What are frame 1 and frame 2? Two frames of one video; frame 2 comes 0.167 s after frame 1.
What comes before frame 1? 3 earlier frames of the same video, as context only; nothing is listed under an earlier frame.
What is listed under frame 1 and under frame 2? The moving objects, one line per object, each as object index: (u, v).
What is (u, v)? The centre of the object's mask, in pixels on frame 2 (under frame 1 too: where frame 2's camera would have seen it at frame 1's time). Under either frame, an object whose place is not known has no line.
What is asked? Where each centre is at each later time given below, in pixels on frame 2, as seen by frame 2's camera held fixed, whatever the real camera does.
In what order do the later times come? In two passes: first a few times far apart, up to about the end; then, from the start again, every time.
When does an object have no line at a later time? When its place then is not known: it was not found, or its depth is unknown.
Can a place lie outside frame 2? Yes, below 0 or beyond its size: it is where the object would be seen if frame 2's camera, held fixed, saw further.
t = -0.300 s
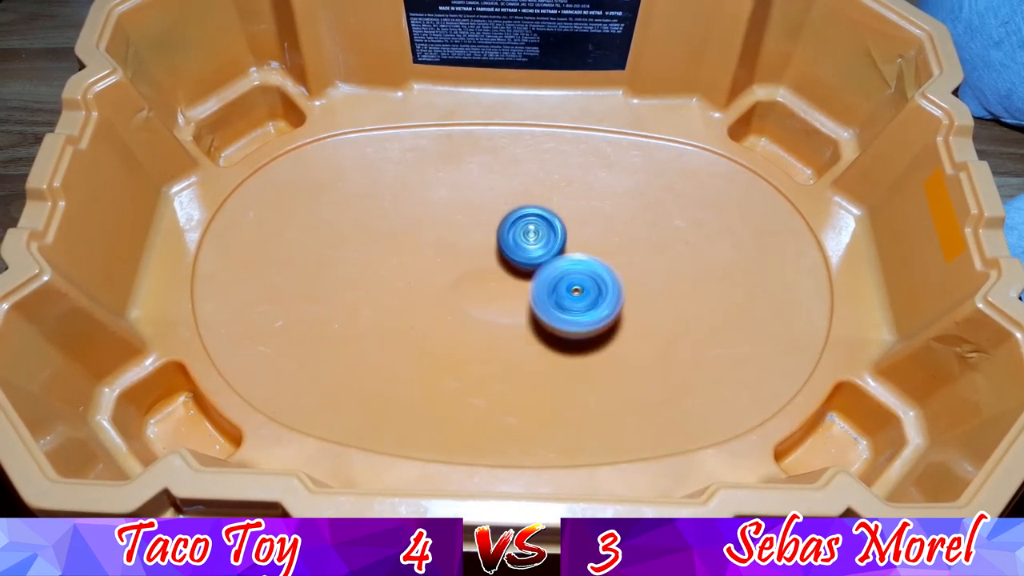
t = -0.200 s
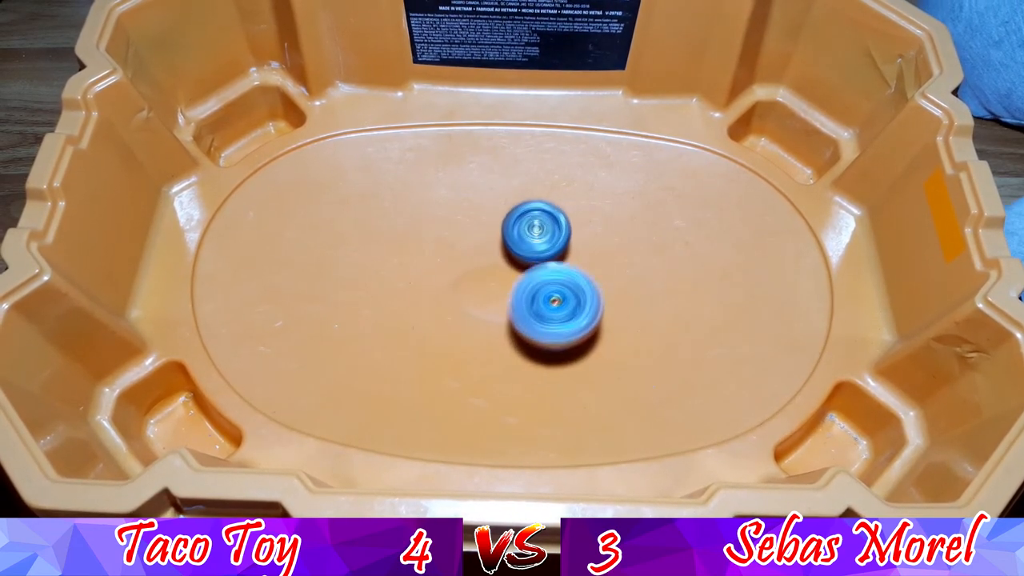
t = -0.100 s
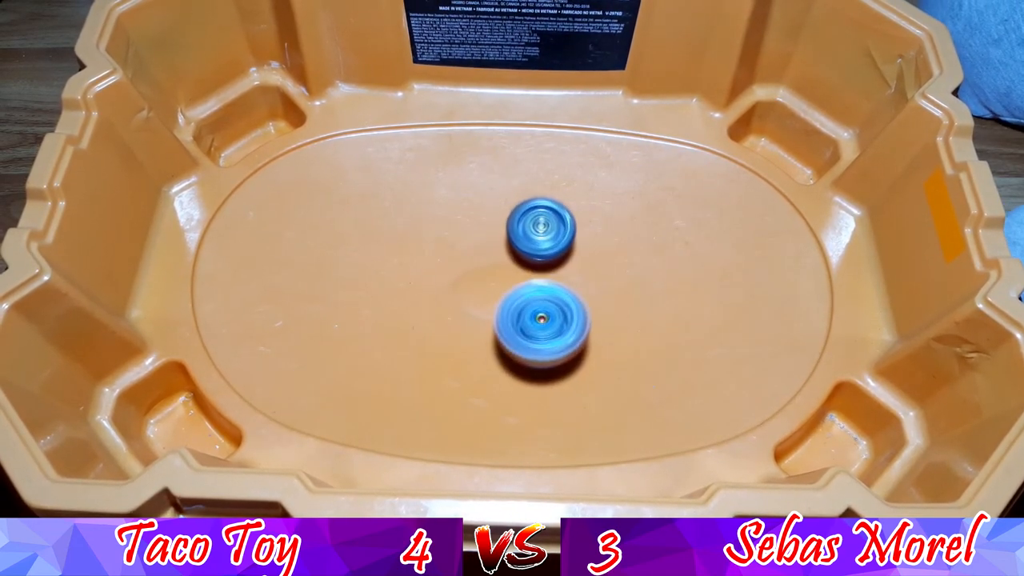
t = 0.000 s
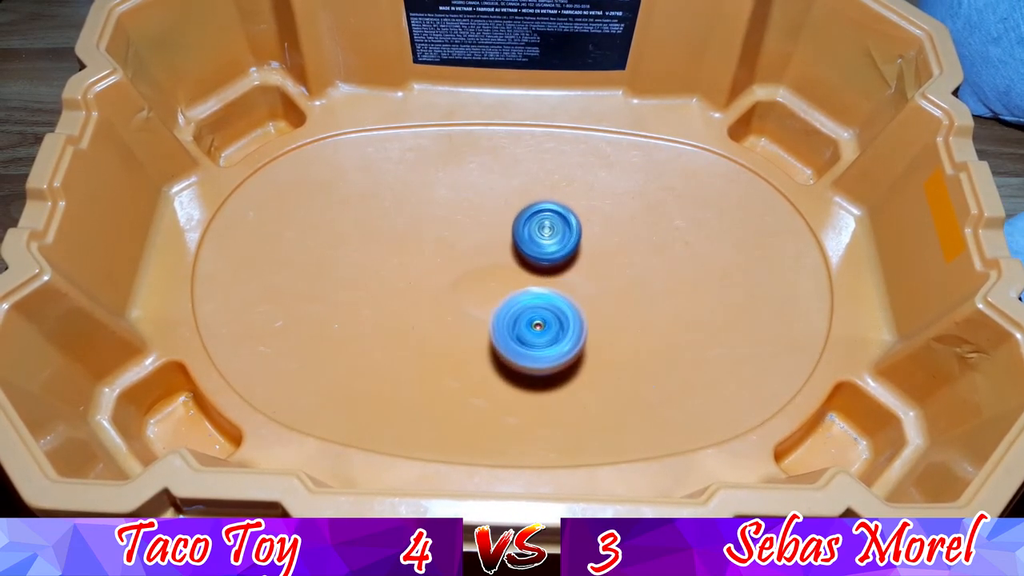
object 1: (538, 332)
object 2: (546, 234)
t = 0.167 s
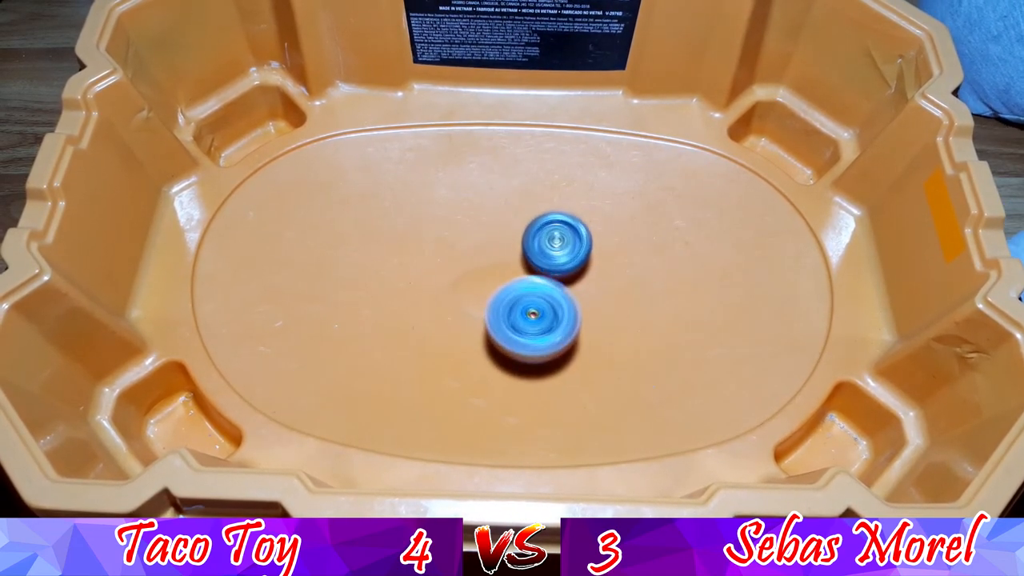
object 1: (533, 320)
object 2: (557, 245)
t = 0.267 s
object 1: (519, 307)
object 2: (565, 251)
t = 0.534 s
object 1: (439, 293)
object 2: (596, 253)
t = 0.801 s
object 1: (429, 269)
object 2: (602, 258)
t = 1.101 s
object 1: (462, 252)
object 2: (590, 275)
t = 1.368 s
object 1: (471, 210)
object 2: (575, 291)
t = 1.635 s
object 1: (482, 222)
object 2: (559, 299)
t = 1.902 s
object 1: (523, 210)
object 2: (550, 328)
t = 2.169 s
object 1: (525, 222)
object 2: (550, 315)
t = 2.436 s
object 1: (529, 217)
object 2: (544, 319)
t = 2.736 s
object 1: (545, 189)
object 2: (525, 365)
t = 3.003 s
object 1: (518, 210)
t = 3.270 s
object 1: (524, 248)
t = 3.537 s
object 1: (559, 228)
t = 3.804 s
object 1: (606, 206)
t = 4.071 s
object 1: (605, 208)
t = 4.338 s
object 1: (594, 240)
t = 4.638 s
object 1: (574, 286)
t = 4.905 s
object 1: (551, 300)
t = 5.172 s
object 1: (531, 313)
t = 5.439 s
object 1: (502, 292)
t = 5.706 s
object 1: (463, 275)
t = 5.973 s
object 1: (452, 245)
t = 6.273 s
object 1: (469, 229)
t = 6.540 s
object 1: (490, 200)
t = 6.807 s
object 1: (488, 195)
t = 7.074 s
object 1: (516, 219)
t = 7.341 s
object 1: (538, 231)
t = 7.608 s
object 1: (588, 227)
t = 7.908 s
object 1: (607, 244)
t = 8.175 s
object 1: (616, 249)
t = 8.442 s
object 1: (644, 292)
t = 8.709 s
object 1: (641, 302)
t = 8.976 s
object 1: (576, 294)
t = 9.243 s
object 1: (539, 295)
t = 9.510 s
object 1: (524, 282)
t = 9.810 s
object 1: (564, 323)
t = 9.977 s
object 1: (576, 317)
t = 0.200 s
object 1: (529, 316)
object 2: (559, 246)
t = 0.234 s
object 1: (525, 312)
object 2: (562, 249)
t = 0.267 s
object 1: (519, 307)
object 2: (565, 251)
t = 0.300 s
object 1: (509, 306)
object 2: (572, 251)
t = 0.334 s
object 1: (497, 304)
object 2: (579, 251)
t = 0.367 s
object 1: (487, 303)
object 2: (583, 251)
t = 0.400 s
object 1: (476, 302)
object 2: (587, 251)
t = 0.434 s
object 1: (464, 300)
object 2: (590, 251)
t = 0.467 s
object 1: (455, 298)
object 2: (592, 252)
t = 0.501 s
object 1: (446, 295)
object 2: (594, 252)
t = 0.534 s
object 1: (439, 293)
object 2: (596, 253)
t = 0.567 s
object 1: (433, 289)
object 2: (598, 253)
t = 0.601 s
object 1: (429, 285)
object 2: (599, 254)
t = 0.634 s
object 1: (425, 282)
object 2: (600, 254)
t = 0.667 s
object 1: (423, 278)
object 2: (601, 255)
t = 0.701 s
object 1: (423, 276)
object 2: (602, 255)
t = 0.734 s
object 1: (424, 273)
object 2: (602, 256)
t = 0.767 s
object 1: (425, 271)
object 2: (602, 257)
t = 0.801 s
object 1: (429, 269)
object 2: (602, 258)
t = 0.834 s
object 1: (432, 267)
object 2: (602, 259)
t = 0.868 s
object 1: (436, 266)
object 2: (601, 260)
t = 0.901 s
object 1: (440, 265)
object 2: (600, 262)
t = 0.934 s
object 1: (445, 263)
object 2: (599, 264)
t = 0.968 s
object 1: (450, 262)
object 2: (597, 266)
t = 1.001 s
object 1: (455, 260)
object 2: (596, 268)
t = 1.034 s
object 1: (458, 258)
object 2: (594, 270)
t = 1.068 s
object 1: (460, 256)
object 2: (592, 272)
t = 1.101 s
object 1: (462, 252)
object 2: (590, 275)
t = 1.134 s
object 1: (463, 247)
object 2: (588, 277)
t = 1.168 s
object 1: (465, 242)
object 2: (585, 279)
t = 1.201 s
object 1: (466, 236)
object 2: (584, 282)
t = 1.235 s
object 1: (467, 229)
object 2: (582, 284)
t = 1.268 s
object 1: (468, 223)
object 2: (580, 286)
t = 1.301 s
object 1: (468, 217)
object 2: (579, 287)
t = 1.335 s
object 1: (470, 212)
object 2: (577, 289)
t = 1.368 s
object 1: (471, 210)
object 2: (575, 291)
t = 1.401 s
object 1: (472, 209)
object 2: (574, 292)
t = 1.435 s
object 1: (474, 209)
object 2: (572, 294)
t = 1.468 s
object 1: (475, 210)
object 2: (570, 295)
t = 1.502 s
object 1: (476, 211)
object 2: (568, 296)
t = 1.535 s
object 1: (477, 214)
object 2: (566, 297)
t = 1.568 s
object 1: (478, 216)
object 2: (564, 298)
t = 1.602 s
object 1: (480, 219)
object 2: (562, 298)
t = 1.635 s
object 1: (482, 222)
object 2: (559, 299)
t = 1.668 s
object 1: (486, 224)
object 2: (556, 299)
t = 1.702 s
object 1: (490, 226)
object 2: (553, 300)
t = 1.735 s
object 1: (496, 228)
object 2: (550, 300)
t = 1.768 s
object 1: (503, 229)
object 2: (547, 301)
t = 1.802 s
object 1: (510, 226)
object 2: (547, 307)
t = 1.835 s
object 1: (516, 220)
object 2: (549, 317)
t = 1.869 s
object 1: (520, 214)
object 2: (550, 325)
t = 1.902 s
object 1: (523, 210)
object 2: (550, 328)
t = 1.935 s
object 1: (526, 208)
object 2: (550, 329)
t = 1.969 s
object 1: (528, 207)
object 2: (550, 329)
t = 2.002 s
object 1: (529, 207)
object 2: (551, 327)
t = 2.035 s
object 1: (529, 209)
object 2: (551, 325)
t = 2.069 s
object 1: (529, 212)
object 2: (552, 323)
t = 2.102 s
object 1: (528, 215)
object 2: (552, 321)
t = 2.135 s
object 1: (526, 218)
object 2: (551, 318)
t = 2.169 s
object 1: (525, 222)
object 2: (550, 315)
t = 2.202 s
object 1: (525, 225)
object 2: (549, 312)
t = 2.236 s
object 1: (526, 229)
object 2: (548, 309)
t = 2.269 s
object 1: (527, 228)
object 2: (547, 311)
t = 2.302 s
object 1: (527, 223)
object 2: (546, 318)
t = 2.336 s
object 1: (528, 220)
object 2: (545, 320)
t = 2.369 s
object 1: (528, 218)
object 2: (545, 320)
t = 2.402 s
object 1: (529, 217)
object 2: (544, 320)
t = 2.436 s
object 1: (529, 217)
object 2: (544, 319)
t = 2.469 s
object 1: (530, 218)
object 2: (544, 316)
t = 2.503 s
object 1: (531, 220)
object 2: (543, 314)
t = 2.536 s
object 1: (532, 222)
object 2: (542, 312)
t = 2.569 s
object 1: (533, 225)
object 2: (541, 309)
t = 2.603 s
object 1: (534, 227)
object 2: (540, 306)
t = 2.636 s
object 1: (538, 221)
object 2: (537, 319)
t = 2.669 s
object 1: (542, 207)
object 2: (531, 339)
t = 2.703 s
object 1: (545, 196)
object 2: (527, 354)
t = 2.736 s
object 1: (545, 189)
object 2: (525, 365)
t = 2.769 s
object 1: (545, 185)
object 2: (525, 371)
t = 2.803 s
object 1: (542, 184)
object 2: (526, 374)
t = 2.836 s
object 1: (538, 185)
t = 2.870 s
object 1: (534, 188)
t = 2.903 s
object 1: (530, 192)
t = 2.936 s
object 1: (525, 197)
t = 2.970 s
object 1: (521, 203)
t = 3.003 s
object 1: (518, 210)
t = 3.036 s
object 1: (515, 217)
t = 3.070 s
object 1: (513, 224)
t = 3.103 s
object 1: (511, 230)
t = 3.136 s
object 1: (511, 236)
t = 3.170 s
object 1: (512, 241)
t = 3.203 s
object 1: (514, 245)
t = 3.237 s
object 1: (518, 248)
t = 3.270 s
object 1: (524, 248)
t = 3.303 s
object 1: (531, 242)
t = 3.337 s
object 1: (537, 236)
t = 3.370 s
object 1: (544, 231)
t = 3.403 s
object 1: (548, 228)
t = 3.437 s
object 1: (553, 227)
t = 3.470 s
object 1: (556, 226)
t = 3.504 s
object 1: (558, 227)
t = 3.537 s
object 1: (559, 228)
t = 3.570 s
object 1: (560, 231)
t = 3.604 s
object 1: (561, 233)
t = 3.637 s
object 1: (561, 236)
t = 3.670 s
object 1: (570, 233)
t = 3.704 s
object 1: (584, 225)
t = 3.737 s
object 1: (594, 217)
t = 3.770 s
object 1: (601, 211)
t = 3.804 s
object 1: (606, 206)
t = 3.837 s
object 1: (609, 203)
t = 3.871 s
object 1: (610, 202)
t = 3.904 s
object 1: (610, 201)
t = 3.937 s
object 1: (610, 202)
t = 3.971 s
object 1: (609, 203)
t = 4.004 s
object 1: (608, 204)
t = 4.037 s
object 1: (606, 206)
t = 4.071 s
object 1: (605, 208)
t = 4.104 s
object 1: (603, 211)
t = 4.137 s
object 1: (602, 214)
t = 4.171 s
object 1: (600, 217)
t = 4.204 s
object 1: (599, 221)
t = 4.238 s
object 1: (598, 225)
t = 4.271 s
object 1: (597, 229)
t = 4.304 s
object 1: (596, 235)
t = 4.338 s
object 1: (594, 240)
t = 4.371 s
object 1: (593, 245)
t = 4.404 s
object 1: (591, 251)
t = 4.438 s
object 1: (588, 257)
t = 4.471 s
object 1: (586, 263)
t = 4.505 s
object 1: (583, 269)
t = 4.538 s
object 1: (581, 273)
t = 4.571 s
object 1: (578, 278)
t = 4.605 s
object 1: (576, 282)
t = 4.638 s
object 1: (574, 286)
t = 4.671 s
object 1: (572, 289)
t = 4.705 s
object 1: (570, 292)
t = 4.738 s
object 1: (567, 294)
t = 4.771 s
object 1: (564, 296)
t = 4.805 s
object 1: (561, 297)
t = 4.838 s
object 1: (558, 298)
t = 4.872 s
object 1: (554, 299)
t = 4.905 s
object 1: (551, 300)
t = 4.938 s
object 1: (547, 300)
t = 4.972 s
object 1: (544, 300)
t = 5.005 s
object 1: (542, 305)
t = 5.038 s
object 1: (541, 310)
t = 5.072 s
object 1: (538, 313)
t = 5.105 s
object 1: (536, 314)
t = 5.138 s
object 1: (533, 313)
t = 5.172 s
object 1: (531, 313)
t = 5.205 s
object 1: (527, 311)
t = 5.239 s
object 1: (524, 309)
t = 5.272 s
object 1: (521, 307)
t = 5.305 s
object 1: (518, 305)
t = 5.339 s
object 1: (514, 302)
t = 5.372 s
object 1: (511, 299)
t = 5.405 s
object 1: (507, 295)
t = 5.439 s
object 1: (502, 292)
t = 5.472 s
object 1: (497, 291)
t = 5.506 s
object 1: (491, 290)
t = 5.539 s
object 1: (485, 288)
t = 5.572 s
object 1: (480, 286)
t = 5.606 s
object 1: (475, 284)
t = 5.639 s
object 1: (471, 282)
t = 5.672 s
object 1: (466, 279)
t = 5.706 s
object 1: (463, 275)
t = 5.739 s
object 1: (459, 272)
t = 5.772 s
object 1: (456, 268)
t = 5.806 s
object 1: (453, 263)
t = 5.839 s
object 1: (451, 259)
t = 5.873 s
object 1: (451, 255)
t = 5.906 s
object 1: (451, 251)
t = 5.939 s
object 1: (452, 248)
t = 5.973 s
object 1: (452, 245)
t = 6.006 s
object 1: (453, 242)
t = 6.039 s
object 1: (454, 240)
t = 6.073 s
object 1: (455, 237)
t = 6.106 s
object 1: (457, 235)
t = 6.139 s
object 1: (459, 233)
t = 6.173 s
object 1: (461, 232)
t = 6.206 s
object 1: (464, 231)
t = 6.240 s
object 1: (466, 229)
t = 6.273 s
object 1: (469, 229)
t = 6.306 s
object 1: (473, 229)
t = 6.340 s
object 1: (477, 229)
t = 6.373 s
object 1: (481, 229)
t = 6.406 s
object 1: (485, 229)
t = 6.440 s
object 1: (490, 230)
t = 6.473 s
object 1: (493, 225)
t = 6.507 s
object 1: (491, 212)
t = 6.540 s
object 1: (490, 200)
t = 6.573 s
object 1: (489, 193)
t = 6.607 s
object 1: (489, 187)
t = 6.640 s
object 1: (488, 184)
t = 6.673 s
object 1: (488, 183)
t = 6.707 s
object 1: (488, 184)
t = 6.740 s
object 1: (488, 186)
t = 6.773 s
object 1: (488, 190)
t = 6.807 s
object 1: (488, 195)
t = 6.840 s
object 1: (489, 200)
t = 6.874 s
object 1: (491, 206)
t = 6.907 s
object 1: (494, 212)
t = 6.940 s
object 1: (498, 219)
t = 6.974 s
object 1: (502, 225)
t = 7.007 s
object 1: (508, 230)
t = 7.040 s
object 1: (512, 224)
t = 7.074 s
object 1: (516, 219)
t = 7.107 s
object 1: (520, 217)
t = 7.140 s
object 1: (522, 216)
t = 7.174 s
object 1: (525, 216)
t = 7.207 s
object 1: (527, 218)
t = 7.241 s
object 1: (529, 220)
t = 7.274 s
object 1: (532, 223)
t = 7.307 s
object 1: (535, 226)
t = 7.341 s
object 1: (538, 231)
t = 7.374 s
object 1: (543, 235)
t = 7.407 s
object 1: (548, 238)
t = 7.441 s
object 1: (556, 235)
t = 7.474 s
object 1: (564, 232)
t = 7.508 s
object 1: (572, 229)
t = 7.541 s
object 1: (578, 227)
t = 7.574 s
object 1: (583, 227)
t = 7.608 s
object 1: (588, 227)
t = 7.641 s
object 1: (592, 227)
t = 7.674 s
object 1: (595, 228)
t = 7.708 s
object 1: (597, 230)
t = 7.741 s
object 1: (598, 232)
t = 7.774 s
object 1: (599, 235)
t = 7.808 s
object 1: (600, 238)
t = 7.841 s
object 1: (600, 241)
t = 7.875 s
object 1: (600, 245)
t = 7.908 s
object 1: (607, 244)
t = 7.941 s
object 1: (612, 242)
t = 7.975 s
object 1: (616, 241)
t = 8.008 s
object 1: (619, 239)
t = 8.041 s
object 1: (620, 240)
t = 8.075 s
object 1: (621, 241)
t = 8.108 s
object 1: (620, 243)
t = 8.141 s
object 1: (618, 246)
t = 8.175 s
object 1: (616, 249)
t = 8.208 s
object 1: (612, 252)
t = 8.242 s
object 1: (609, 256)
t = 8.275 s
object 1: (605, 261)
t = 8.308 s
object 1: (602, 265)
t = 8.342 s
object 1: (610, 272)
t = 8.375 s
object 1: (622, 280)
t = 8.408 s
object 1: (635, 286)
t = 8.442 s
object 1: (644, 292)
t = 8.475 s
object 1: (652, 296)
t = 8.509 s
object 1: (656, 299)
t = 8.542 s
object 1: (658, 302)
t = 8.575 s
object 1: (657, 303)
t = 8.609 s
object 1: (656, 304)
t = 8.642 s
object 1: (652, 304)
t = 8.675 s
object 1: (647, 304)
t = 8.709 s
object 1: (641, 302)
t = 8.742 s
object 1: (634, 301)
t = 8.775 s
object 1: (628, 300)
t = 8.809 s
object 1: (622, 299)
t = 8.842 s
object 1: (614, 297)
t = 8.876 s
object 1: (605, 297)
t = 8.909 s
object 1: (596, 296)
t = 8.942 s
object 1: (587, 295)
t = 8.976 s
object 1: (576, 294)
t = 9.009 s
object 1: (566, 292)
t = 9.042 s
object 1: (555, 290)
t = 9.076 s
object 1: (547, 289)
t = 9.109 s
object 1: (547, 293)
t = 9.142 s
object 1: (546, 296)
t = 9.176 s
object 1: (544, 297)
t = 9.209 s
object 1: (542, 297)
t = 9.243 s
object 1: (539, 295)
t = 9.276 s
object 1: (536, 293)
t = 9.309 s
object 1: (533, 290)
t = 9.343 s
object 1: (531, 287)
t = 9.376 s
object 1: (527, 285)
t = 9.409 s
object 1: (524, 283)
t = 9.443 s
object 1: (524, 283)
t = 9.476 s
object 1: (524, 283)
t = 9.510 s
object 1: (524, 282)
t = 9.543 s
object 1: (523, 284)
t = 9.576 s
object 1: (525, 291)
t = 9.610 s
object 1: (531, 301)
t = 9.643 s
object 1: (536, 307)
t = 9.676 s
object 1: (542, 313)
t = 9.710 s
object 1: (548, 317)
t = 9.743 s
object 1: (555, 320)
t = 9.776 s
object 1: (560, 322)
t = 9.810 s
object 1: (564, 323)
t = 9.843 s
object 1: (568, 324)
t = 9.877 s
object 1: (571, 323)
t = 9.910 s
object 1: (573, 321)
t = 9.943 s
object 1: (574, 319)
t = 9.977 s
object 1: (576, 317)
